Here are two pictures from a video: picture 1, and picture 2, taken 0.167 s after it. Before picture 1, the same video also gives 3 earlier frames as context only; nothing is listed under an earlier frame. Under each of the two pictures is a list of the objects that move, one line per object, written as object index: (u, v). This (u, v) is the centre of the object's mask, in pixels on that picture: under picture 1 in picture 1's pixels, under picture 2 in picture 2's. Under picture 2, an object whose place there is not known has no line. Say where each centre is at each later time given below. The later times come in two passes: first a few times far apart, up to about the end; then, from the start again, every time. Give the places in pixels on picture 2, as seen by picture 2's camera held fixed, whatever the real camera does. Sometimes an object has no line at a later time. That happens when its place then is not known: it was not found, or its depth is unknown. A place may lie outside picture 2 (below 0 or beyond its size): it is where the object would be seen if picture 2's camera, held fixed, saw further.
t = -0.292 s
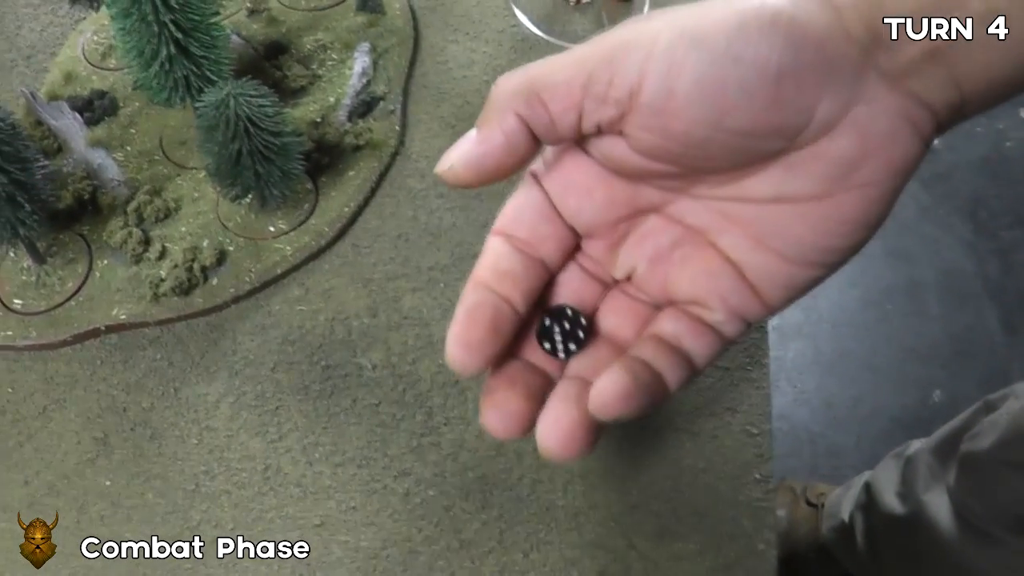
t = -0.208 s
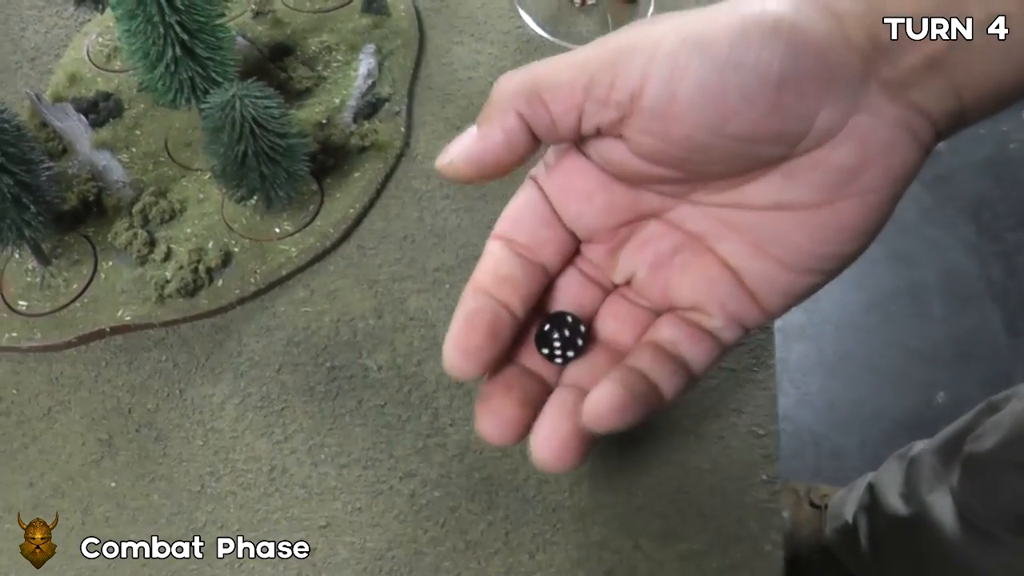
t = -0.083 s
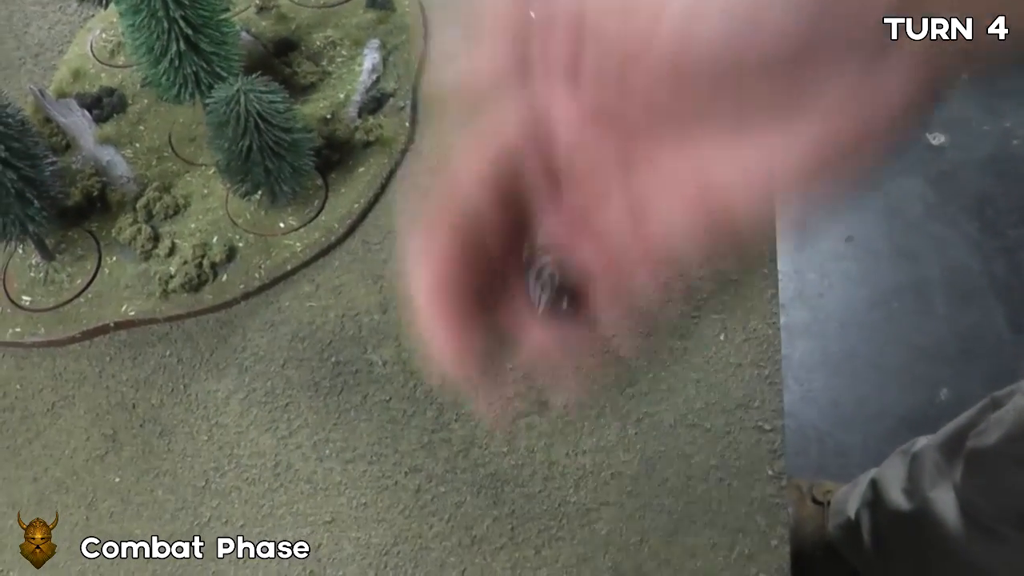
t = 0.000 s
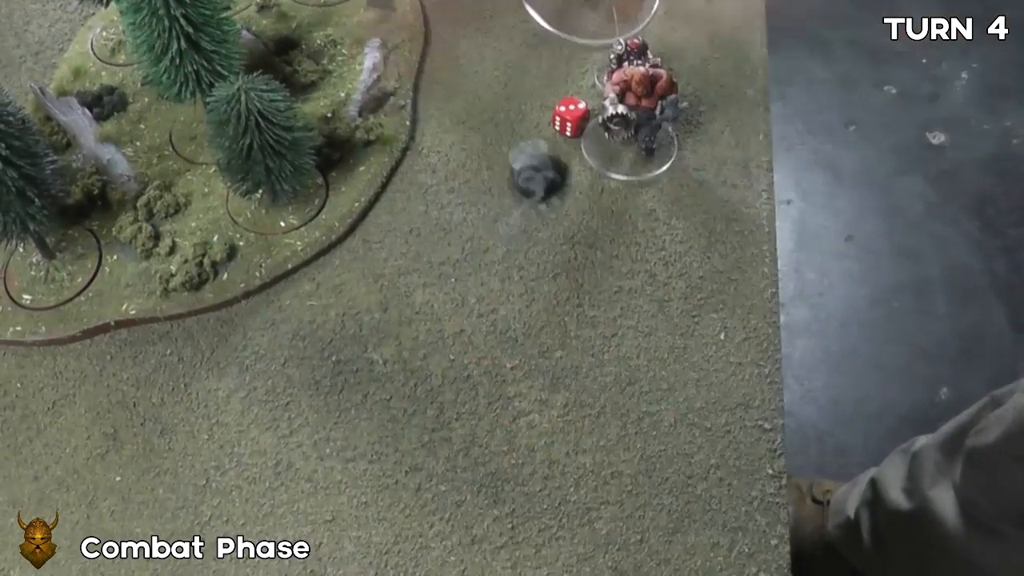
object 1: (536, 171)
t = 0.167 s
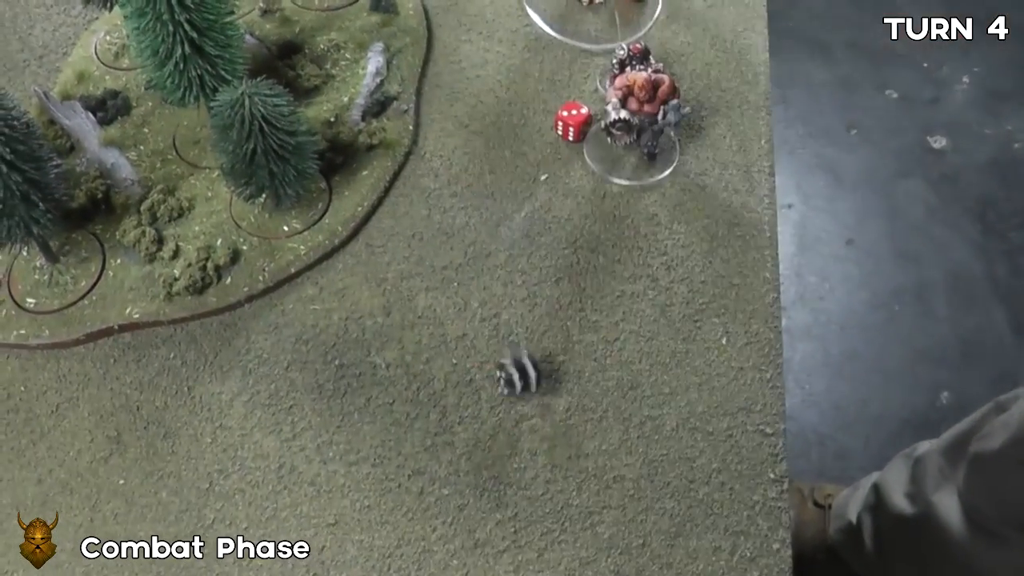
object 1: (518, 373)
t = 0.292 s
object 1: (524, 384)
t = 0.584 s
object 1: (497, 387)
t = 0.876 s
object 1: (496, 388)
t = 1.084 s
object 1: (496, 388)
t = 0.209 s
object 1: (520, 368)
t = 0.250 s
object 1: (523, 376)
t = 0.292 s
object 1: (524, 384)
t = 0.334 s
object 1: (525, 389)
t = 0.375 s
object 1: (529, 389)
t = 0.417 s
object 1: (522, 389)
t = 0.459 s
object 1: (509, 389)
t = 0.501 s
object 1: (500, 387)
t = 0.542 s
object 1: (497, 388)
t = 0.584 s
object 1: (497, 387)
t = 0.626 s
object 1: (496, 387)
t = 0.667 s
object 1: (496, 387)
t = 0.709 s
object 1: (496, 388)
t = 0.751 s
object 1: (496, 387)
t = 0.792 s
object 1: (496, 387)
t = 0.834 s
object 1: (496, 388)
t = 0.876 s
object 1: (496, 388)
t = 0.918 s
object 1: (496, 388)
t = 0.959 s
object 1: (496, 388)
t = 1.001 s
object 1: (496, 388)
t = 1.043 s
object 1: (496, 388)
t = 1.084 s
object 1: (496, 388)
